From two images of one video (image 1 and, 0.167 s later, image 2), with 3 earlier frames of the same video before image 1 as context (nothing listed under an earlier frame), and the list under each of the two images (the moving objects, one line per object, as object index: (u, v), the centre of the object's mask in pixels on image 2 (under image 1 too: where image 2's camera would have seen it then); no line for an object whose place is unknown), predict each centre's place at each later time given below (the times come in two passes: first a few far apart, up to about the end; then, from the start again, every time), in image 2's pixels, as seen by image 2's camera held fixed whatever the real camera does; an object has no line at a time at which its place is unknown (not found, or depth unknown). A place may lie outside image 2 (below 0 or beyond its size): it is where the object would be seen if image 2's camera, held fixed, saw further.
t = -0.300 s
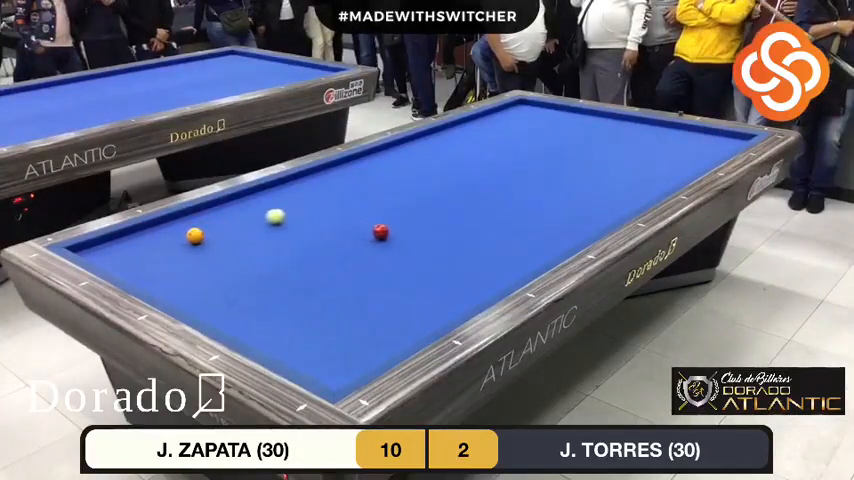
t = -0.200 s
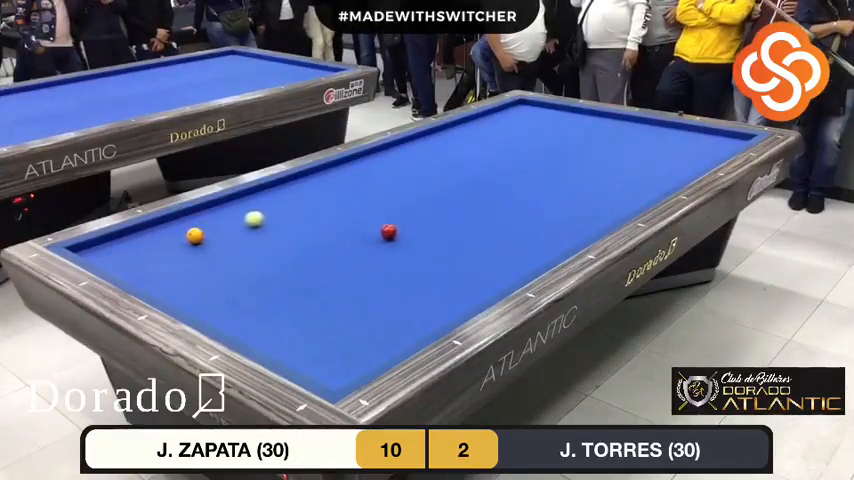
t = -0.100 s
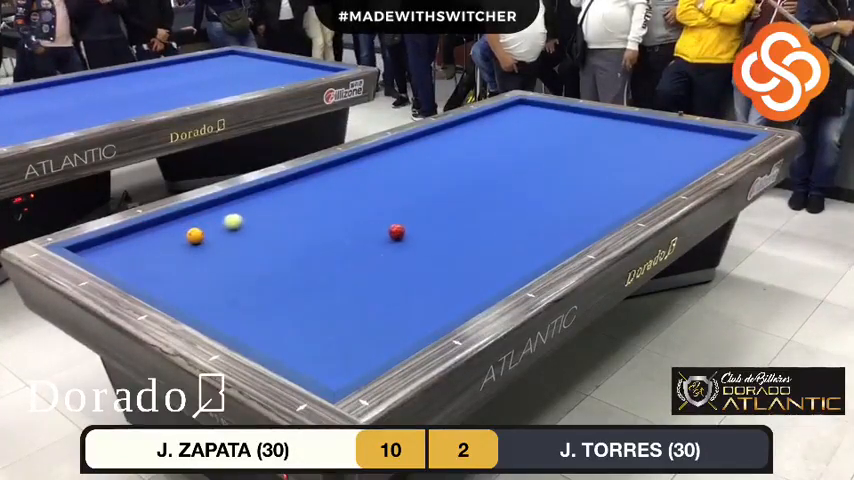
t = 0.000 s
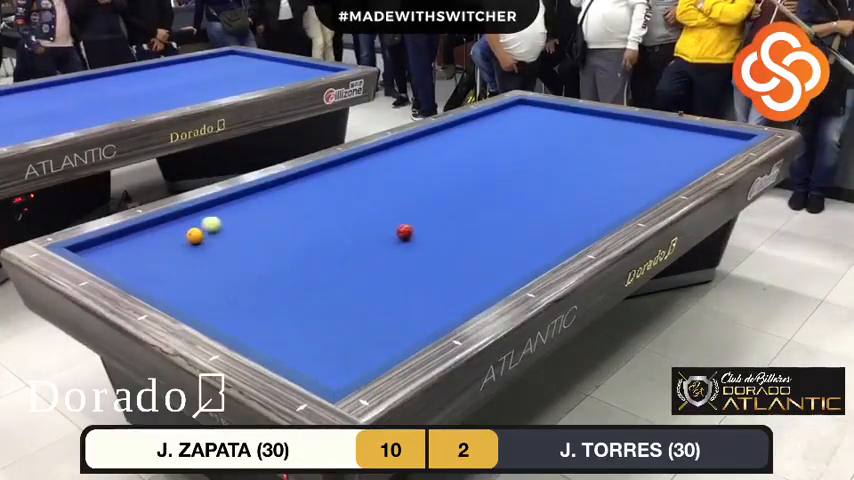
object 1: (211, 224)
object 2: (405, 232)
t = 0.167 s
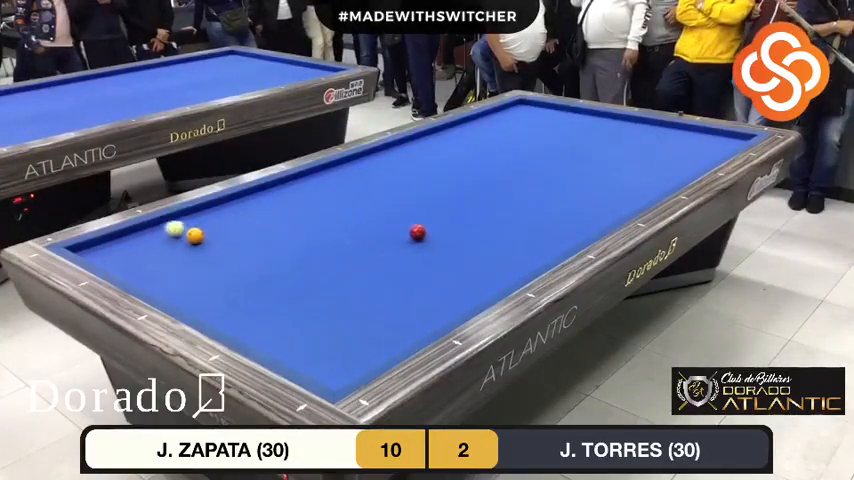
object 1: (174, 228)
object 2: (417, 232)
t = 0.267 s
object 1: (152, 231)
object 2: (425, 232)
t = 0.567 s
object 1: (101, 243)
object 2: (447, 233)
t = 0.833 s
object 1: (94, 251)
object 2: (466, 233)
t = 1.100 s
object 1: (116, 246)
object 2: (484, 233)
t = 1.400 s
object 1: (138, 241)
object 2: (503, 234)
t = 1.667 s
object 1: (157, 237)
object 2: (519, 235)
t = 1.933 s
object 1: (174, 234)
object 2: (534, 235)
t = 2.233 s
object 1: (190, 227)
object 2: (550, 236)
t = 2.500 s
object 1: (207, 226)
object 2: (564, 236)
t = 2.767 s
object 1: (221, 224)
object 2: (576, 235)
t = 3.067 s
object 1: (234, 221)
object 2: (579, 234)
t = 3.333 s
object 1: (245, 219)
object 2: (578, 232)
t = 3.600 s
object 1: (254, 217)
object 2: (577, 231)
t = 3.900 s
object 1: (264, 215)
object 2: (576, 229)
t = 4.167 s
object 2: (575, 227)
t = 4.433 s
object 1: (278, 212)
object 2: (574, 227)
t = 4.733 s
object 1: (285, 211)
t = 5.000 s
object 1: (289, 210)
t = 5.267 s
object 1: (293, 209)
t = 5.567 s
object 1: (296, 208)
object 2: (575, 227)
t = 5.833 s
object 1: (298, 208)
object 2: (575, 227)
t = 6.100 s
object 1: (298, 208)
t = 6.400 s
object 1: (298, 208)
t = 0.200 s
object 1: (167, 229)
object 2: (420, 232)
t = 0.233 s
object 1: (160, 230)
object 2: (422, 232)
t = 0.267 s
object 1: (152, 231)
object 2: (425, 232)
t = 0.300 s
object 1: (145, 232)
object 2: (428, 232)
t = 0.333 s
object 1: (138, 233)
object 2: (430, 232)
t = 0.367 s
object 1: (131, 234)
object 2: (432, 233)
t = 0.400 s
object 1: (122, 235)
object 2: (435, 233)
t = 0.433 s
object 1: (115, 235)
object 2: (438, 233)
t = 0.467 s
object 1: (111, 238)
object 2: (440, 233)
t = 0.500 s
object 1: (108, 240)
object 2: (442, 233)
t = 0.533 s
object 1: (105, 241)
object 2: (445, 233)
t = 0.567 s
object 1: (101, 243)
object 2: (447, 233)
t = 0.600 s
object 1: (98, 245)
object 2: (449, 233)
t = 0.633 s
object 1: (95, 247)
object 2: (452, 233)
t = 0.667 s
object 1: (92, 249)
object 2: (454, 233)
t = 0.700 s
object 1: (88, 250)
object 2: (457, 233)
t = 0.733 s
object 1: (86, 252)
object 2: (459, 233)
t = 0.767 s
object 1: (88, 251)
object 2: (461, 233)
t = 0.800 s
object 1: (91, 251)
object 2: (464, 233)
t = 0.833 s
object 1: (94, 251)
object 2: (466, 233)
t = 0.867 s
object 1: (97, 250)
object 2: (468, 233)
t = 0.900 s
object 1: (100, 249)
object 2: (471, 233)
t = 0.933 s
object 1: (102, 249)
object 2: (473, 233)
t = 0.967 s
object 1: (105, 248)
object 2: (475, 234)
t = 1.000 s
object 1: (107, 248)
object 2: (477, 233)
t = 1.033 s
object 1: (110, 247)
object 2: (480, 234)
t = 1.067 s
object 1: (113, 247)
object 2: (482, 234)
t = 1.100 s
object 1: (116, 246)
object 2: (484, 233)
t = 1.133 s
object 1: (118, 245)
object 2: (486, 234)
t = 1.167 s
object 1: (121, 245)
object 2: (488, 234)
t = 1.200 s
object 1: (124, 244)
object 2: (490, 234)
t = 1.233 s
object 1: (126, 244)
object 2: (493, 234)
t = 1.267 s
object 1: (129, 243)
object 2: (495, 234)
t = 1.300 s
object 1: (131, 243)
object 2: (497, 234)
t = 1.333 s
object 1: (134, 242)
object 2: (499, 234)
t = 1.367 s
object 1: (136, 242)
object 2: (501, 234)
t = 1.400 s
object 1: (138, 241)
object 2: (503, 234)
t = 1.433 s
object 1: (141, 240)
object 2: (505, 234)
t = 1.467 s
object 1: (143, 240)
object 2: (507, 234)
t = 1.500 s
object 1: (145, 239)
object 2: (509, 234)
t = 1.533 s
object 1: (148, 239)
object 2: (511, 235)
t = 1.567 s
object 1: (150, 239)
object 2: (513, 235)
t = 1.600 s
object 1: (152, 238)
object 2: (515, 235)
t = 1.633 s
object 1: (155, 238)
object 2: (517, 235)
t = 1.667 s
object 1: (157, 237)
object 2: (519, 235)
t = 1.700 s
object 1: (159, 237)
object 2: (521, 235)
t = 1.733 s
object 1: (161, 236)
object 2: (523, 235)
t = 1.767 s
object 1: (164, 236)
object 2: (525, 235)
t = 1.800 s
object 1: (165, 235)
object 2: (527, 235)
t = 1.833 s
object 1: (168, 235)
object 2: (528, 235)
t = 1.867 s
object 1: (170, 235)
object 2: (531, 235)
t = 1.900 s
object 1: (172, 234)
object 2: (532, 235)
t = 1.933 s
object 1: (174, 234)
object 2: (534, 235)
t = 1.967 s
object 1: (176, 233)
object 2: (536, 235)
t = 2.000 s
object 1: (177, 233)
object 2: (538, 235)
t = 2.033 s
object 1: (180, 232)
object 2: (540, 236)
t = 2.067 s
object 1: (181, 232)
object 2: (541, 236)
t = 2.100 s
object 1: (183, 231)
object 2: (543, 236)
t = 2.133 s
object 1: (184, 230)
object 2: (545, 236)
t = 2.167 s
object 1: (185, 229)
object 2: (547, 236)
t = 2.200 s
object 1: (187, 227)
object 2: (548, 236)
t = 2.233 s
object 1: (190, 227)
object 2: (550, 236)
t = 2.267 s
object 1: (192, 226)
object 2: (552, 236)
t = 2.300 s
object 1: (196, 226)
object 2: (553, 236)
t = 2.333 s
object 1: (198, 226)
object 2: (555, 236)
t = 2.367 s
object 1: (200, 226)
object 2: (557, 236)
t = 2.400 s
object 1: (203, 226)
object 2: (559, 236)
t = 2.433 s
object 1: (204, 226)
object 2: (561, 236)
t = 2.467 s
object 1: (206, 227)
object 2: (562, 236)
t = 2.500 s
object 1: (207, 226)
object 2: (564, 236)
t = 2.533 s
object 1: (209, 227)
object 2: (565, 236)
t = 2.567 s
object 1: (211, 226)
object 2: (567, 236)
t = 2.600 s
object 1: (212, 226)
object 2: (568, 236)
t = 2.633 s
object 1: (214, 226)
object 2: (570, 236)
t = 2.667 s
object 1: (215, 225)
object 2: (571, 236)
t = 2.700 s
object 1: (217, 225)
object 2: (573, 236)
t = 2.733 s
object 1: (218, 225)
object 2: (574, 236)
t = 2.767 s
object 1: (221, 224)
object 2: (576, 235)
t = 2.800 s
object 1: (222, 224)
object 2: (577, 235)
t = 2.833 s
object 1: (223, 224)
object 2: (578, 235)
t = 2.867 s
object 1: (225, 223)
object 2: (580, 235)
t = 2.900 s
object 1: (227, 223)
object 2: (580, 235)
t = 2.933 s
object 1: (228, 223)
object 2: (580, 235)
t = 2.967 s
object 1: (229, 223)
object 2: (580, 234)
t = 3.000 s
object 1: (231, 222)
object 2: (580, 234)
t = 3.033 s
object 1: (233, 222)
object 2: (580, 234)
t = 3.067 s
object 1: (234, 221)
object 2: (579, 234)
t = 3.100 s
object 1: (235, 221)
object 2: (579, 234)
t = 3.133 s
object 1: (237, 221)
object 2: (579, 234)
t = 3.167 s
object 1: (238, 221)
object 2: (579, 234)
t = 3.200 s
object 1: (239, 220)
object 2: (578, 233)
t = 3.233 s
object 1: (241, 220)
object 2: (578, 233)
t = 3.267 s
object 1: (242, 220)
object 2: (578, 233)
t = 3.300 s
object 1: (243, 220)
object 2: (578, 233)
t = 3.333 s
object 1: (245, 219)
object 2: (578, 232)
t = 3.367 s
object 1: (246, 219)
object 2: (578, 232)
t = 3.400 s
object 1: (247, 219)
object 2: (578, 232)
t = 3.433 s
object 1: (248, 218)
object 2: (577, 232)
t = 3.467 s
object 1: (250, 218)
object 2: (577, 231)
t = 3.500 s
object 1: (251, 218)
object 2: (577, 231)
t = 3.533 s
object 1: (252, 217)
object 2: (577, 231)
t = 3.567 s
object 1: (253, 217)
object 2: (577, 231)
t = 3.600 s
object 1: (254, 217)
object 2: (577, 231)
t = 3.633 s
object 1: (255, 217)
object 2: (577, 231)
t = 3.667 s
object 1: (257, 217)
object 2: (576, 230)
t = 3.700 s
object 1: (258, 216)
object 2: (576, 230)
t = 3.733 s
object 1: (259, 216)
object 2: (576, 230)
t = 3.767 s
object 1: (260, 216)
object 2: (576, 230)
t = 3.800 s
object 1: (261, 216)
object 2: (576, 230)
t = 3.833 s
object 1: (262, 216)
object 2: (576, 229)
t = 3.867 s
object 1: (263, 215)
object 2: (576, 229)
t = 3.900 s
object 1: (264, 215)
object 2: (576, 229)
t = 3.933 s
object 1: (265, 215)
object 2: (576, 229)
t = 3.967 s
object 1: (266, 215)
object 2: (575, 229)
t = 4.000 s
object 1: (267, 215)
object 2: (575, 228)
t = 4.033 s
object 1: (268, 214)
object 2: (575, 228)
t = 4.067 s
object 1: (270, 212)
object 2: (575, 228)
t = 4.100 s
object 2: (575, 228)
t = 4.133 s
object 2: (575, 227)
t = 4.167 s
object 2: (575, 227)
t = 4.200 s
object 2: (575, 227)
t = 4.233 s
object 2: (575, 227)
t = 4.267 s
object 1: (273, 212)
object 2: (575, 227)
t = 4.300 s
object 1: (275, 212)
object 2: (575, 227)
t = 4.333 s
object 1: (276, 212)
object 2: (575, 227)
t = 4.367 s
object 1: (277, 212)
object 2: (574, 227)
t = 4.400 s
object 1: (278, 212)
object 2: (574, 227)
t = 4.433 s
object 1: (278, 212)
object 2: (574, 227)
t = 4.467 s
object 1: (279, 212)
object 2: (574, 226)
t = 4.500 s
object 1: (280, 212)
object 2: (575, 226)
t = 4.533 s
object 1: (281, 211)
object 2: (575, 226)
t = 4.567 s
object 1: (281, 211)
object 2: (575, 226)
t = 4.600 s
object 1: (282, 211)
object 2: (575, 226)
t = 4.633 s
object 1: (283, 211)
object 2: (575, 226)
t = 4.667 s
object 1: (283, 211)
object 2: (575, 226)
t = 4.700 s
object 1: (284, 211)
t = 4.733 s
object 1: (285, 211)
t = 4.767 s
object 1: (285, 211)
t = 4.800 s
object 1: (286, 211)
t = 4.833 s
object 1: (287, 211)
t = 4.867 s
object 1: (287, 210)
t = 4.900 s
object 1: (288, 210)
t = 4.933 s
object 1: (288, 210)
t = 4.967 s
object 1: (289, 210)
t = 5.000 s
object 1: (289, 210)
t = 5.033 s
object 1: (289, 210)
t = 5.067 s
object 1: (290, 210)
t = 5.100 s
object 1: (291, 209)
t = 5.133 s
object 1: (291, 209)
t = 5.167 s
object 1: (292, 209)
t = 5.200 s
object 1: (292, 209)
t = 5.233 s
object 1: (292, 209)
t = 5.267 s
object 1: (293, 209)
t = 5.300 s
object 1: (293, 209)
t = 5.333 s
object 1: (294, 209)
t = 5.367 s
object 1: (294, 209)
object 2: (571, 228)
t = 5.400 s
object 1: (295, 209)
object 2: (573, 227)
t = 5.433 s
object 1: (295, 209)
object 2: (574, 227)
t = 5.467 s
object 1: (295, 209)
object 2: (575, 227)
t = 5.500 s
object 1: (296, 209)
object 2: (575, 227)
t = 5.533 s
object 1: (296, 209)
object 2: (575, 227)
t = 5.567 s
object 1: (296, 208)
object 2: (575, 227)
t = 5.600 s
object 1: (296, 208)
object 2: (575, 227)
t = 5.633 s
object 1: (297, 208)
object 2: (575, 227)
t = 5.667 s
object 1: (297, 208)
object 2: (575, 227)
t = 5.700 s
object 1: (297, 208)
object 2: (575, 227)
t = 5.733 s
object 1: (297, 208)
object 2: (575, 227)
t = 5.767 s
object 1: (297, 208)
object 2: (575, 227)
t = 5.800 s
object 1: (298, 208)
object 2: (575, 227)
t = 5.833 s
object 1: (298, 208)
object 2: (575, 227)
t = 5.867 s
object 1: (298, 208)
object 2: (575, 227)
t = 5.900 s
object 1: (298, 208)
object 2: (575, 227)
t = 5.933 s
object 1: (298, 208)
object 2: (575, 227)
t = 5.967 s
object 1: (298, 208)
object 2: (575, 227)
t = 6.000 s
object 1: (298, 208)
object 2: (575, 227)
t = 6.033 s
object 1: (298, 208)
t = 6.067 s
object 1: (298, 208)
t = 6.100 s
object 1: (298, 208)
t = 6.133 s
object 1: (298, 208)
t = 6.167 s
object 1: (298, 208)
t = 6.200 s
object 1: (298, 208)
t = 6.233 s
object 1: (298, 208)
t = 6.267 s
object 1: (298, 208)
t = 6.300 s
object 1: (298, 208)
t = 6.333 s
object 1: (298, 208)
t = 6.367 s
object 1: (298, 208)
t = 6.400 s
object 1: (298, 208)
